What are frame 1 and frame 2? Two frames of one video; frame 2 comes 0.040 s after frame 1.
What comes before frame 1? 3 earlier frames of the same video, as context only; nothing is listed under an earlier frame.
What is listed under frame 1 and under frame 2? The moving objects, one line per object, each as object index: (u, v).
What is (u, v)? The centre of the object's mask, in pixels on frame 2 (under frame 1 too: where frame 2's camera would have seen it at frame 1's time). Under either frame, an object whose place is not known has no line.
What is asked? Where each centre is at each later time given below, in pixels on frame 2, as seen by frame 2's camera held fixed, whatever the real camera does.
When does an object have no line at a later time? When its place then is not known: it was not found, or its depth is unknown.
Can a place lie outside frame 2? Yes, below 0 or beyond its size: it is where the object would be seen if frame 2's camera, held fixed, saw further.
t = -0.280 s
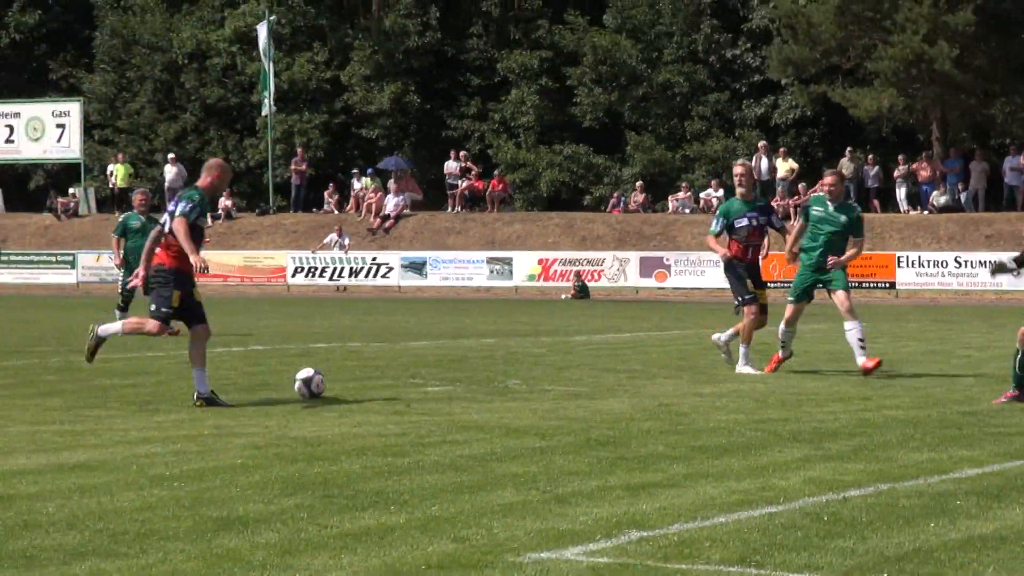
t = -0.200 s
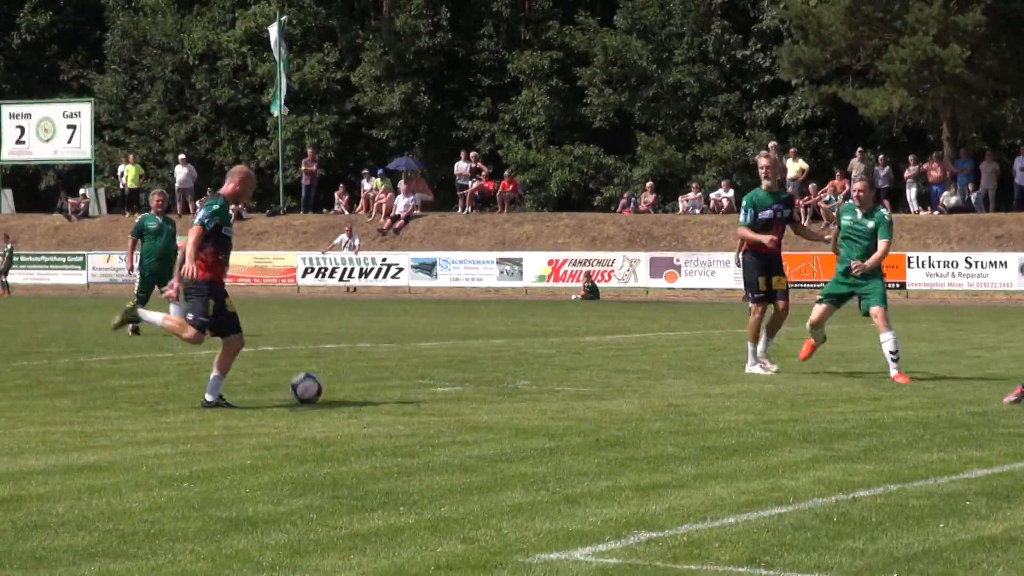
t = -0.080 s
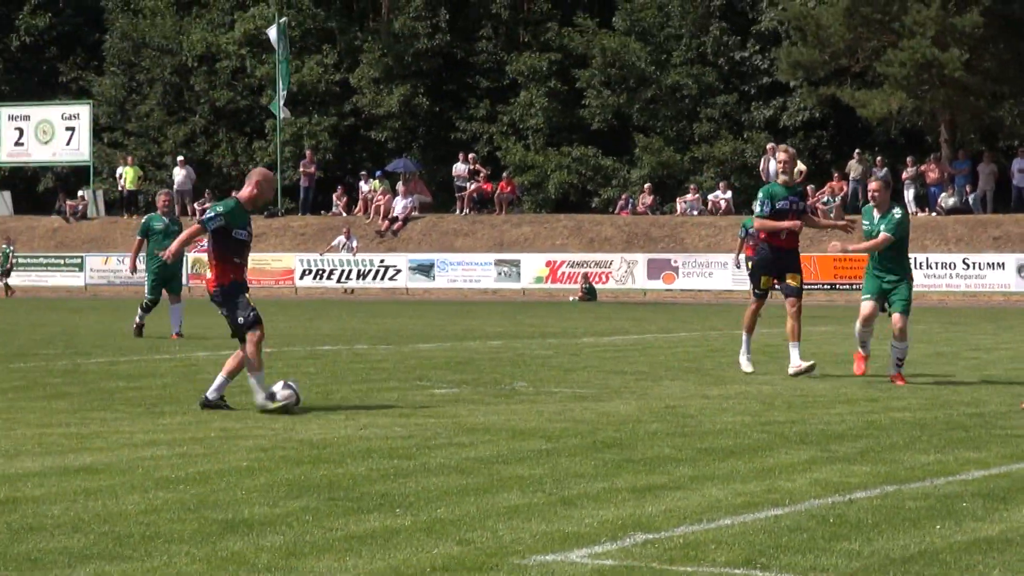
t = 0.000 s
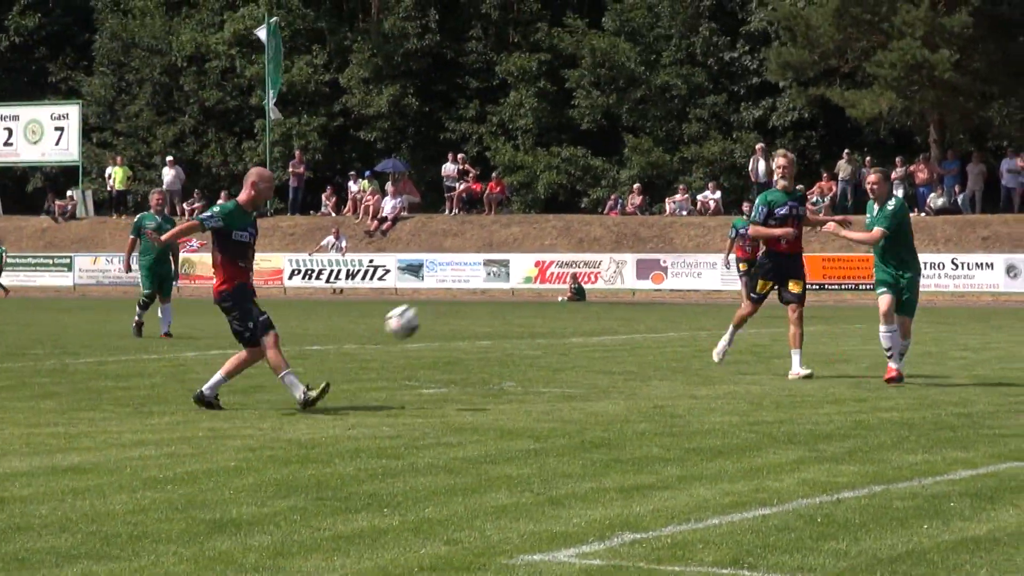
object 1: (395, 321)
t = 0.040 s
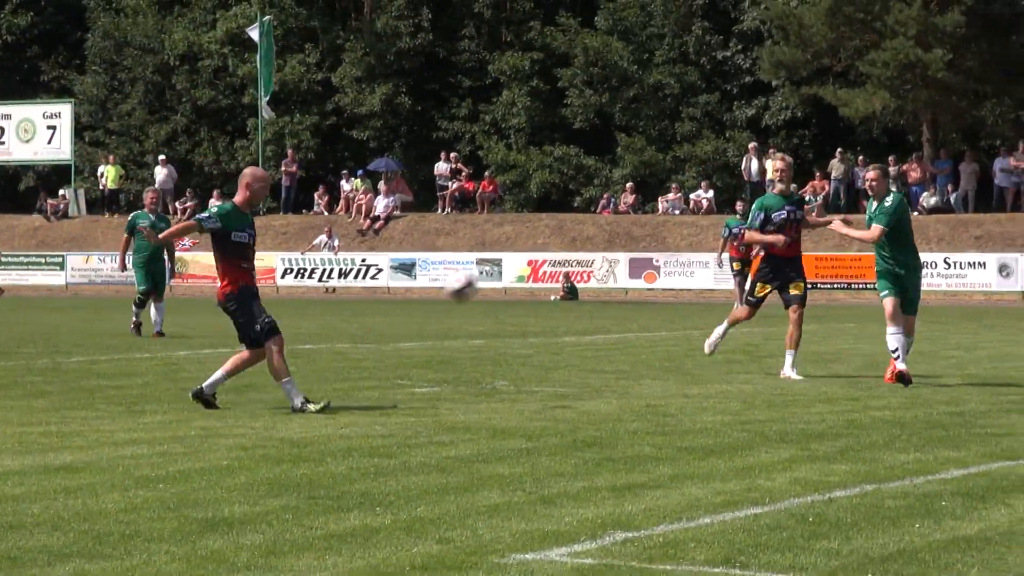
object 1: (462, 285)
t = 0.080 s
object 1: (521, 251)
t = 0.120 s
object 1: (580, 218)
